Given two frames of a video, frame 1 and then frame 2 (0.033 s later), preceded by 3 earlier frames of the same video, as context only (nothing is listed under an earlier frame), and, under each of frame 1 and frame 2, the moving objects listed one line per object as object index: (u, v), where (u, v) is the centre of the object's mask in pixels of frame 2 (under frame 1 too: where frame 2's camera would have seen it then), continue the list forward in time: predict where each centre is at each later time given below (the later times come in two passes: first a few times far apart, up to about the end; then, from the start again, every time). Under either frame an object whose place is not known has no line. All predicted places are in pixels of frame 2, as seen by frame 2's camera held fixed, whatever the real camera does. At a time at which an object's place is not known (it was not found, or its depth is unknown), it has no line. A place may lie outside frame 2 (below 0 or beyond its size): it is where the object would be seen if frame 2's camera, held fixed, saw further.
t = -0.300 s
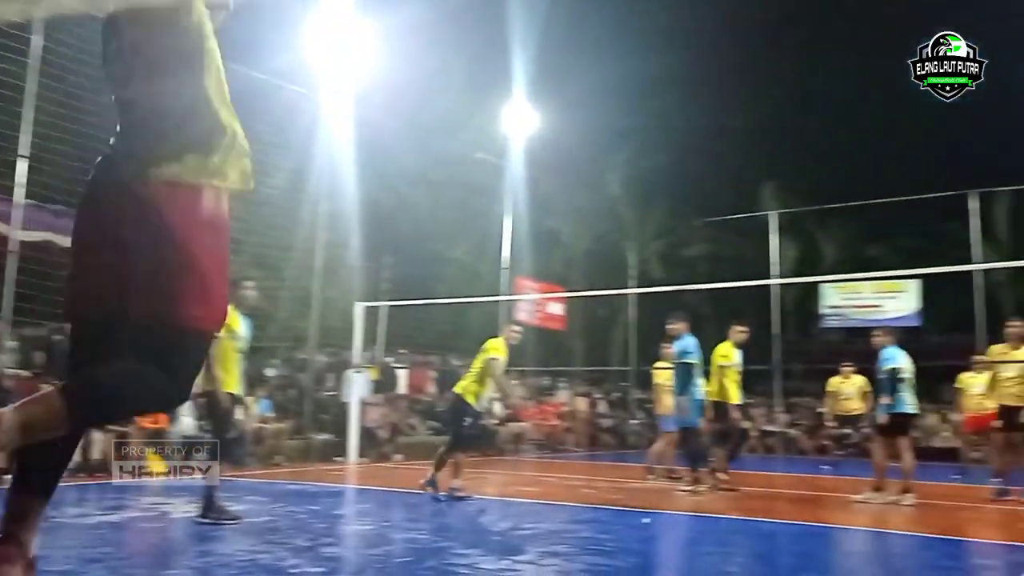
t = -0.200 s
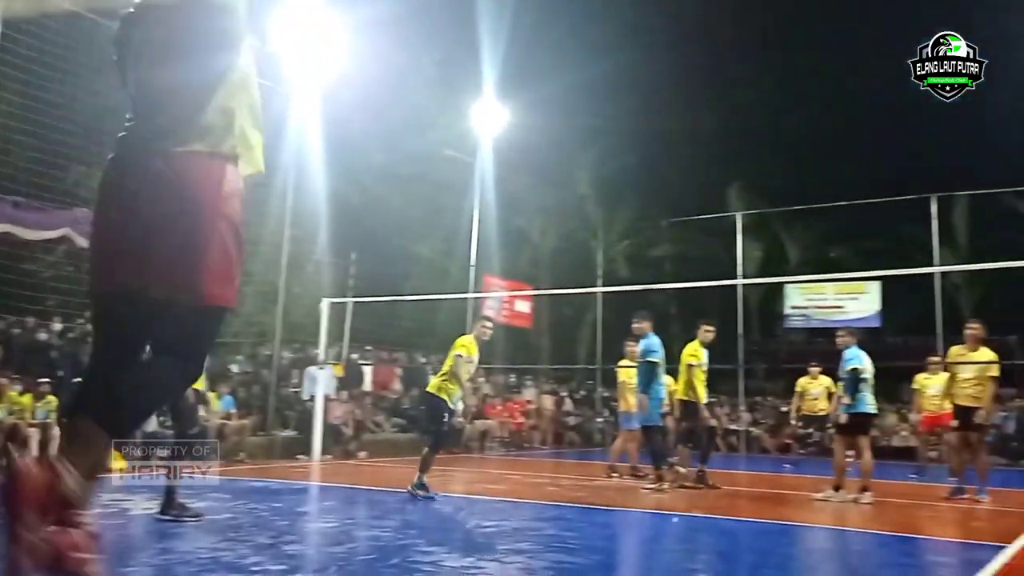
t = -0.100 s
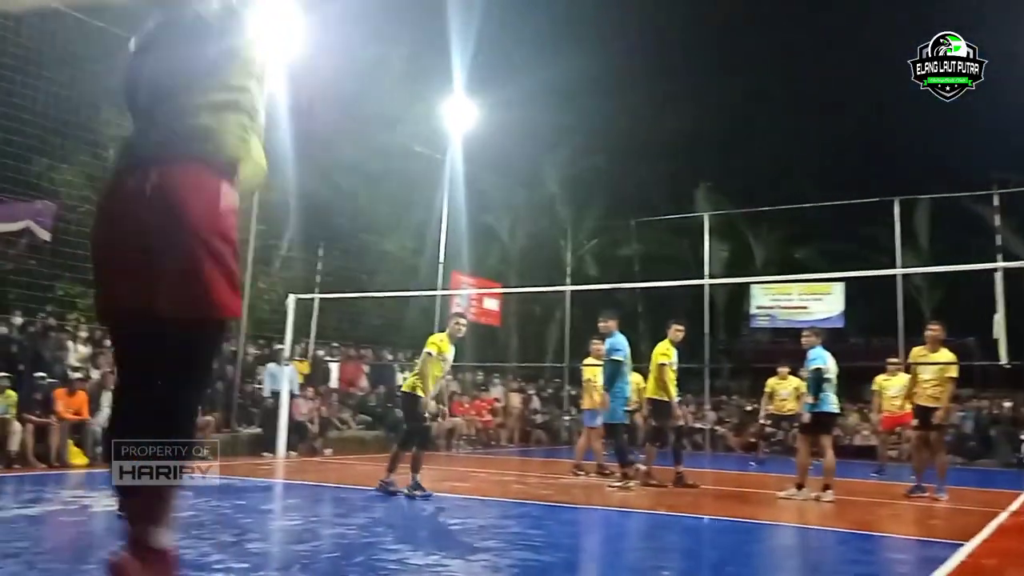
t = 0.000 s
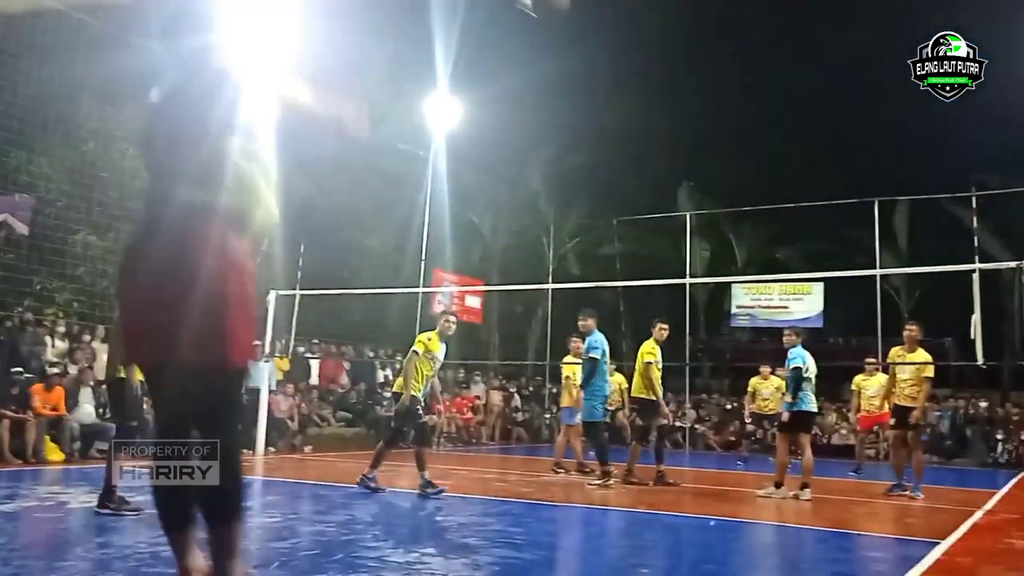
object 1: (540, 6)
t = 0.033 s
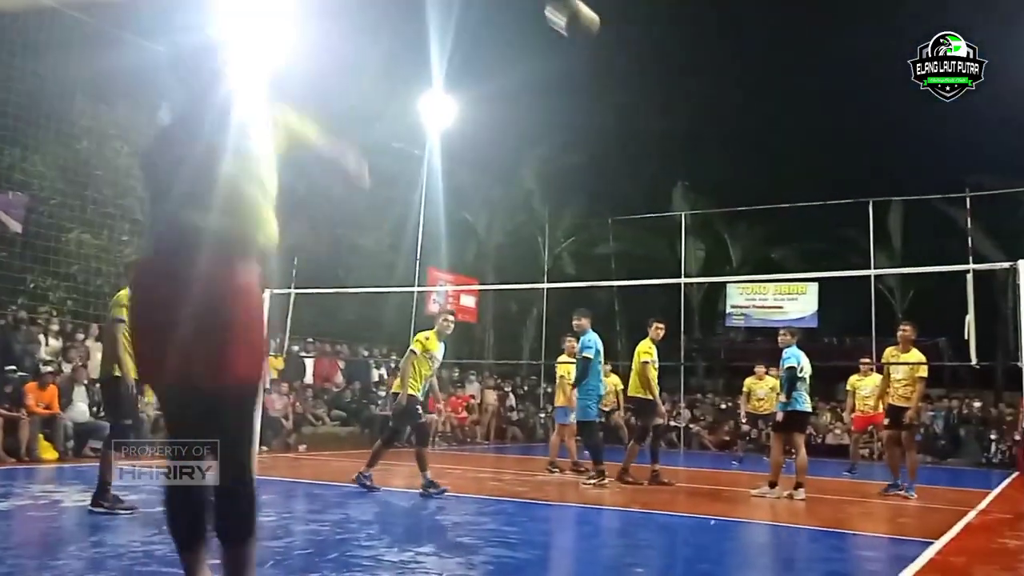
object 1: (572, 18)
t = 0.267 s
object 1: (719, 135)
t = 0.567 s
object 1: (801, 242)
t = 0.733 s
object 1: (831, 299)
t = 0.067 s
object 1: (604, 37)
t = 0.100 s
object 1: (631, 58)
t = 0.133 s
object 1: (653, 76)
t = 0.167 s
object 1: (673, 93)
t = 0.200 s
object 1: (690, 107)
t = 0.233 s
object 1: (705, 121)
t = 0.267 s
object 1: (719, 135)
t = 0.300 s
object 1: (730, 148)
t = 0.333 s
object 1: (742, 161)
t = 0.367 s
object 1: (752, 173)
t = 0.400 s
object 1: (761, 185)
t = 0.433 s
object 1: (770, 196)
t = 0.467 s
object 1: (779, 208)
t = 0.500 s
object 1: (786, 220)
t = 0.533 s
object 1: (794, 231)
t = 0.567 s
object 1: (801, 242)
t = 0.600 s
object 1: (807, 254)
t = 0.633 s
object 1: (813, 264)
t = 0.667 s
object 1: (820, 277)
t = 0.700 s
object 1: (825, 288)
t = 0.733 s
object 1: (831, 299)
